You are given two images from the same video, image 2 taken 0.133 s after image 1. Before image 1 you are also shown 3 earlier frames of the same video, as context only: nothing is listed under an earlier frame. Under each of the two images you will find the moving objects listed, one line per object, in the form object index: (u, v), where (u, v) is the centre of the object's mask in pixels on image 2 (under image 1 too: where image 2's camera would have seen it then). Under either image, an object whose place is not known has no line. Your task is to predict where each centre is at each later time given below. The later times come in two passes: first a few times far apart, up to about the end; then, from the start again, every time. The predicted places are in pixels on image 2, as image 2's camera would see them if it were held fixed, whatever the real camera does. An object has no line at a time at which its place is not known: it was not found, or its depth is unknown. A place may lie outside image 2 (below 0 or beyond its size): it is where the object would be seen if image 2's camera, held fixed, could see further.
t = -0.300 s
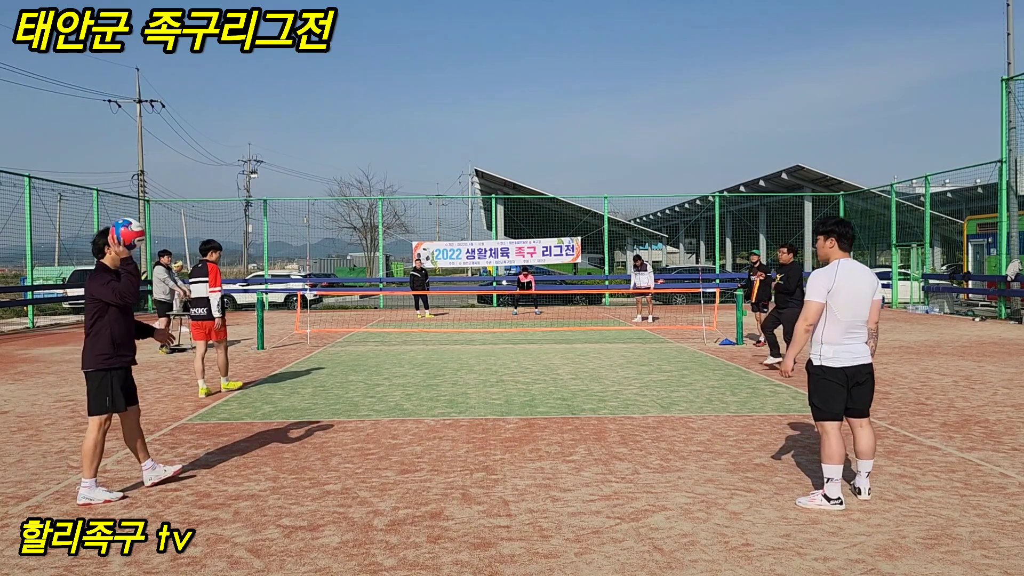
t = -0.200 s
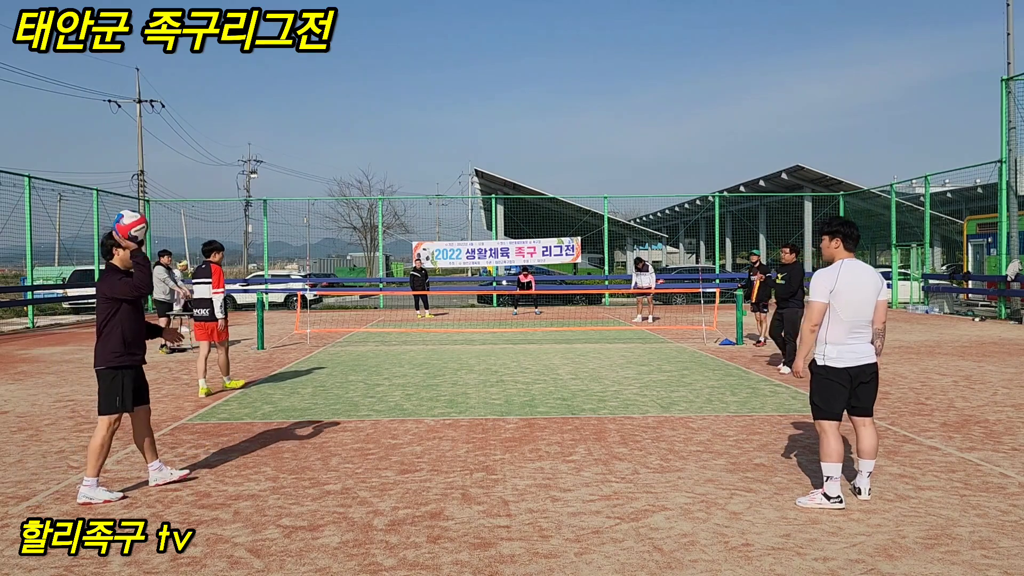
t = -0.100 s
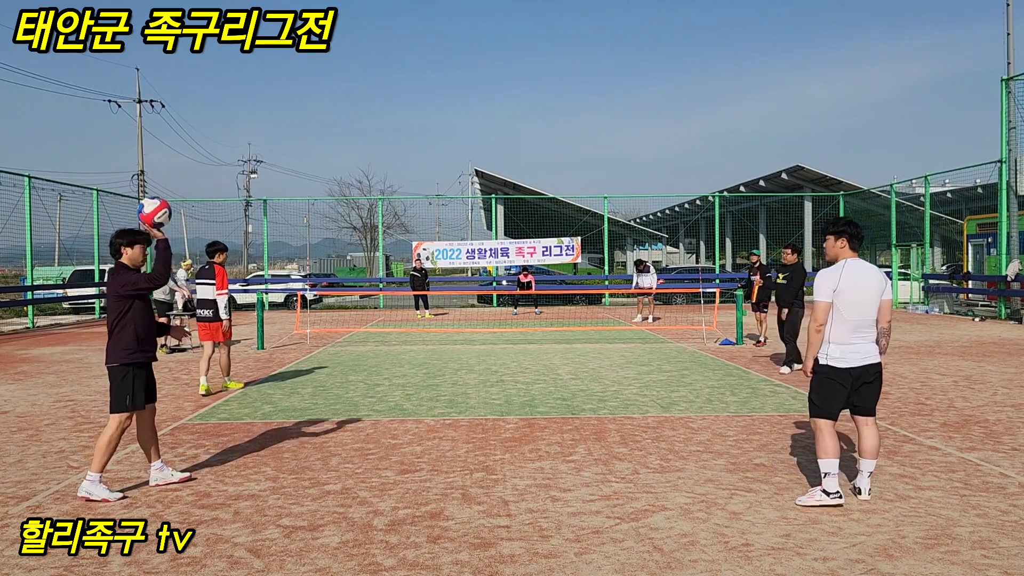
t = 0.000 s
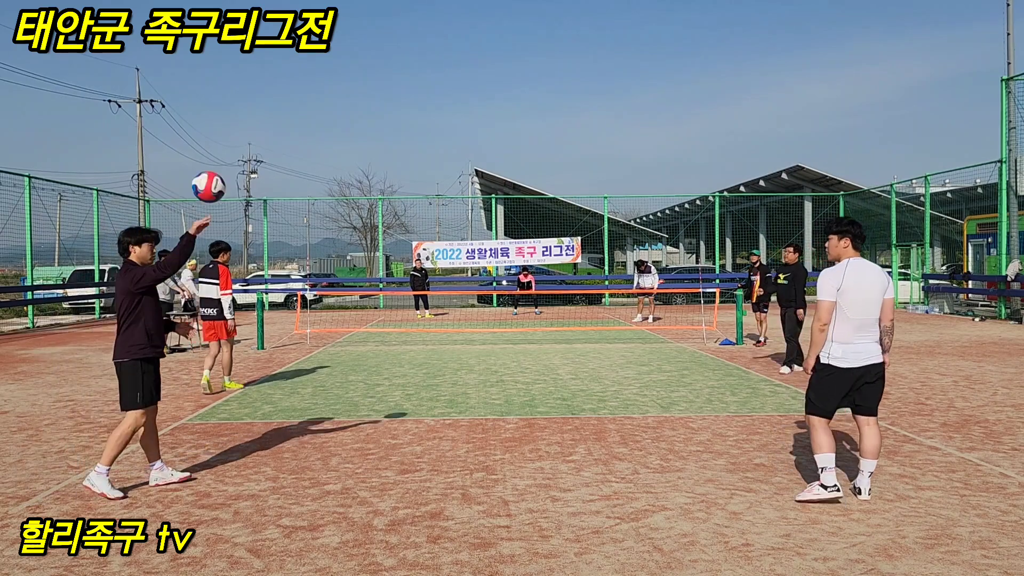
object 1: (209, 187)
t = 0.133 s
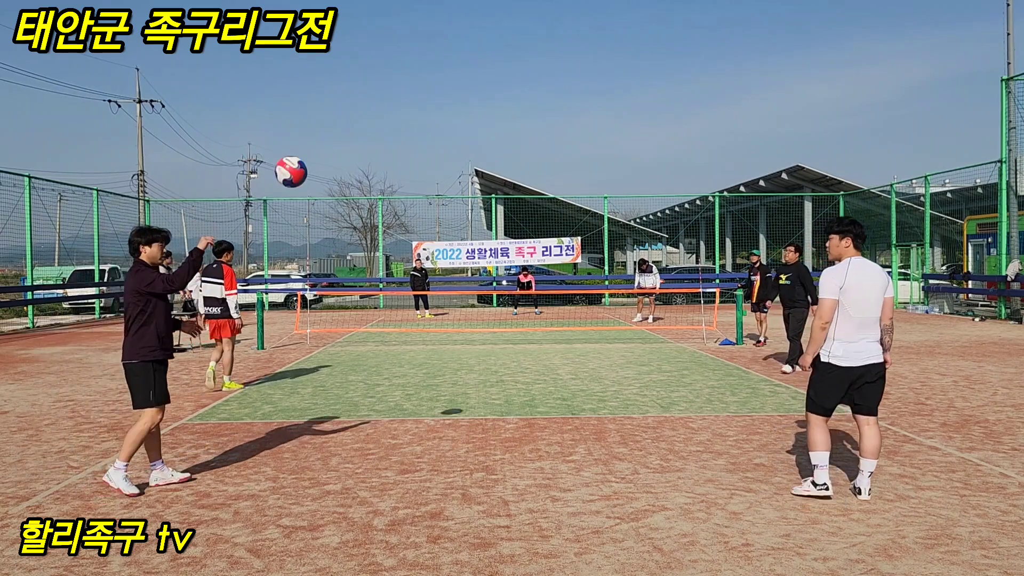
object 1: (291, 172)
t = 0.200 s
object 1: (331, 174)
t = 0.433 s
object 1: (467, 236)
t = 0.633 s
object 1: (574, 350)
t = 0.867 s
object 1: (667, 409)
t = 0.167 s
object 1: (311, 172)
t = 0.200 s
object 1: (331, 174)
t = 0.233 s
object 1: (351, 179)
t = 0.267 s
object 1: (371, 184)
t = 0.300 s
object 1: (391, 191)
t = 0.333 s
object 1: (410, 200)
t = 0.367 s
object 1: (429, 211)
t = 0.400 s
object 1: (448, 223)
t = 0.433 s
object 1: (467, 236)
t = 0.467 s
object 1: (485, 252)
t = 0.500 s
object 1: (504, 268)
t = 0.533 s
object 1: (521, 287)
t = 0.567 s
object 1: (540, 306)
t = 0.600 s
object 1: (557, 327)
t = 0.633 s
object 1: (574, 350)
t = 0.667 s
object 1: (591, 374)
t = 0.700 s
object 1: (608, 399)
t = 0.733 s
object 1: (625, 426)
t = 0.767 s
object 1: (642, 454)
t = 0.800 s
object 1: (652, 449)
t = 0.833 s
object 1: (660, 428)
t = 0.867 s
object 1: (667, 409)
